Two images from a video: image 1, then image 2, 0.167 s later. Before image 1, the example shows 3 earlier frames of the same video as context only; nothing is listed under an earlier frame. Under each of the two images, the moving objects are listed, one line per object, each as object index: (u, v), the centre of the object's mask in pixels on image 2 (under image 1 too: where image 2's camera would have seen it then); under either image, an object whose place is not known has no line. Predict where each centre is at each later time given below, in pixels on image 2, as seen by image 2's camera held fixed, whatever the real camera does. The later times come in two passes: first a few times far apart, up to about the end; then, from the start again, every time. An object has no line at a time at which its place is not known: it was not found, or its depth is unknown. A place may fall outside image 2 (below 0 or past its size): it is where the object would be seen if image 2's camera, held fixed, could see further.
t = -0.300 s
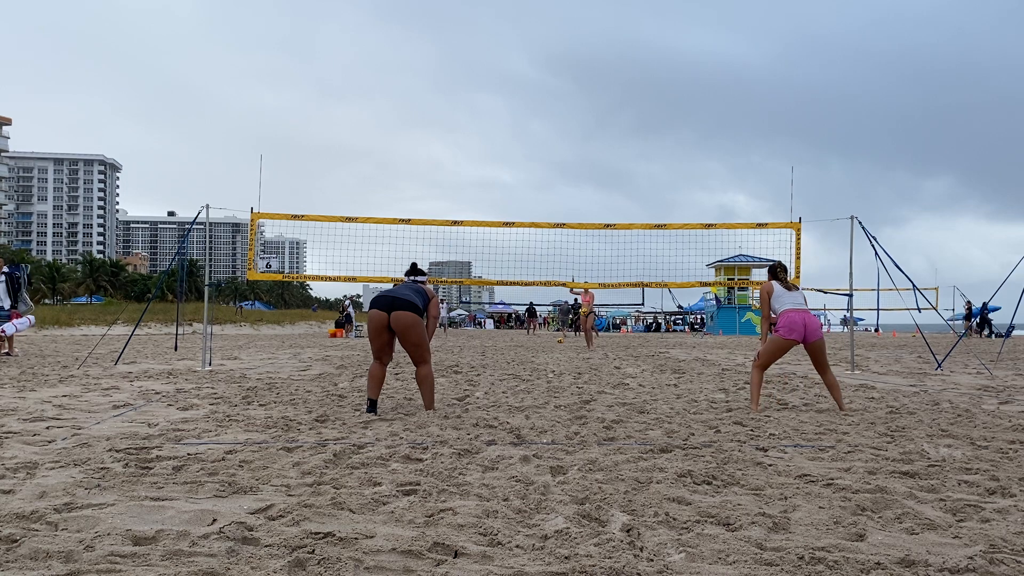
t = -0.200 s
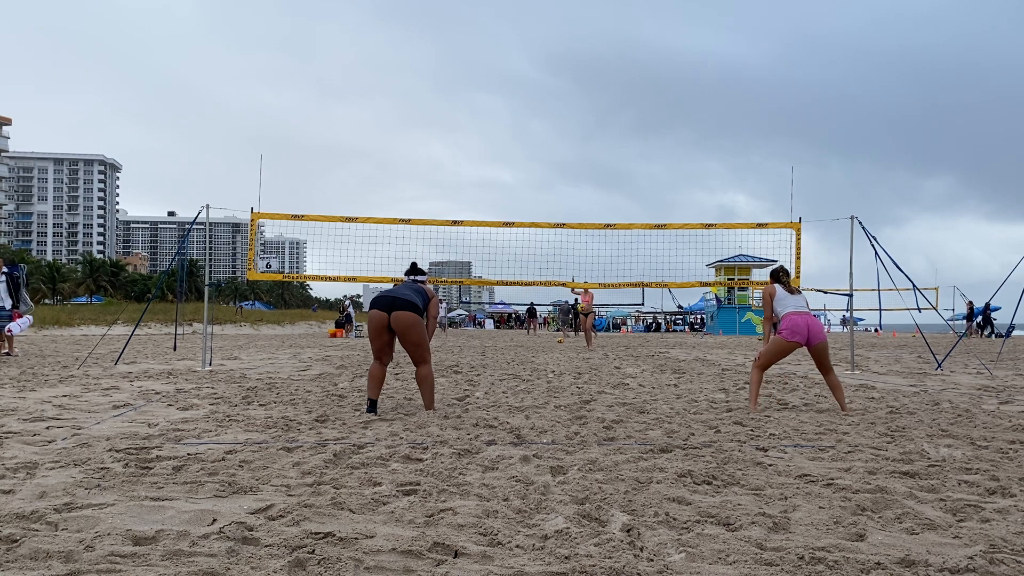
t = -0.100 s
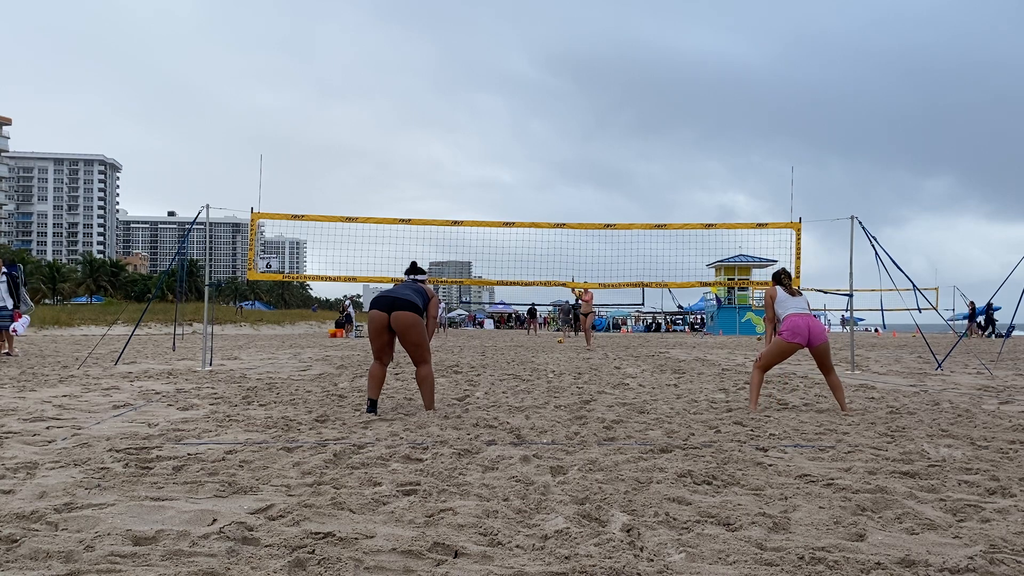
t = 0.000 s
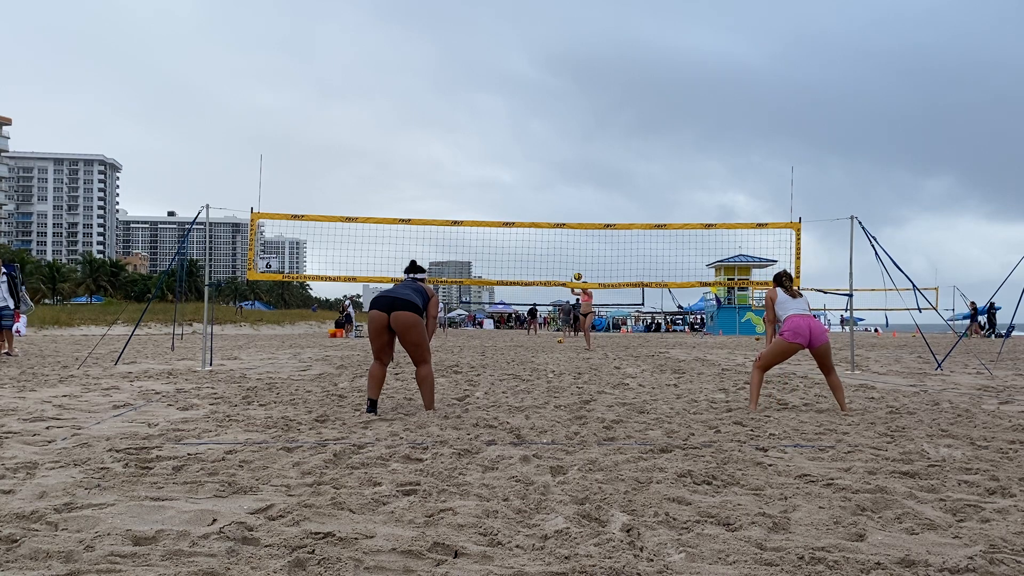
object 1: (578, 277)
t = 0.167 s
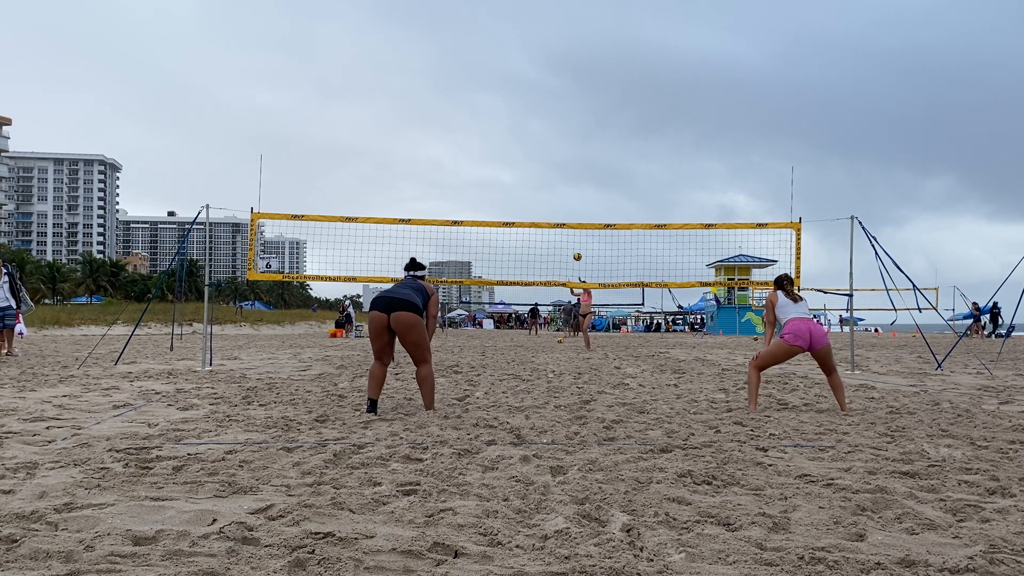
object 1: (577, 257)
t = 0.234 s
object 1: (577, 252)
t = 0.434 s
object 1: (577, 248)
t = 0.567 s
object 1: (577, 254)
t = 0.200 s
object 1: (577, 254)
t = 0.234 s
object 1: (577, 252)
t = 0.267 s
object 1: (577, 250)
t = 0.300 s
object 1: (577, 249)
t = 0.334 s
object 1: (577, 248)
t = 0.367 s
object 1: (577, 248)
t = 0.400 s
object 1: (577, 247)
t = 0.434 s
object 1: (577, 248)
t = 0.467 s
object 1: (577, 249)
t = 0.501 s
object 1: (577, 250)
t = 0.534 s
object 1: (577, 252)
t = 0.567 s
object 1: (577, 254)
